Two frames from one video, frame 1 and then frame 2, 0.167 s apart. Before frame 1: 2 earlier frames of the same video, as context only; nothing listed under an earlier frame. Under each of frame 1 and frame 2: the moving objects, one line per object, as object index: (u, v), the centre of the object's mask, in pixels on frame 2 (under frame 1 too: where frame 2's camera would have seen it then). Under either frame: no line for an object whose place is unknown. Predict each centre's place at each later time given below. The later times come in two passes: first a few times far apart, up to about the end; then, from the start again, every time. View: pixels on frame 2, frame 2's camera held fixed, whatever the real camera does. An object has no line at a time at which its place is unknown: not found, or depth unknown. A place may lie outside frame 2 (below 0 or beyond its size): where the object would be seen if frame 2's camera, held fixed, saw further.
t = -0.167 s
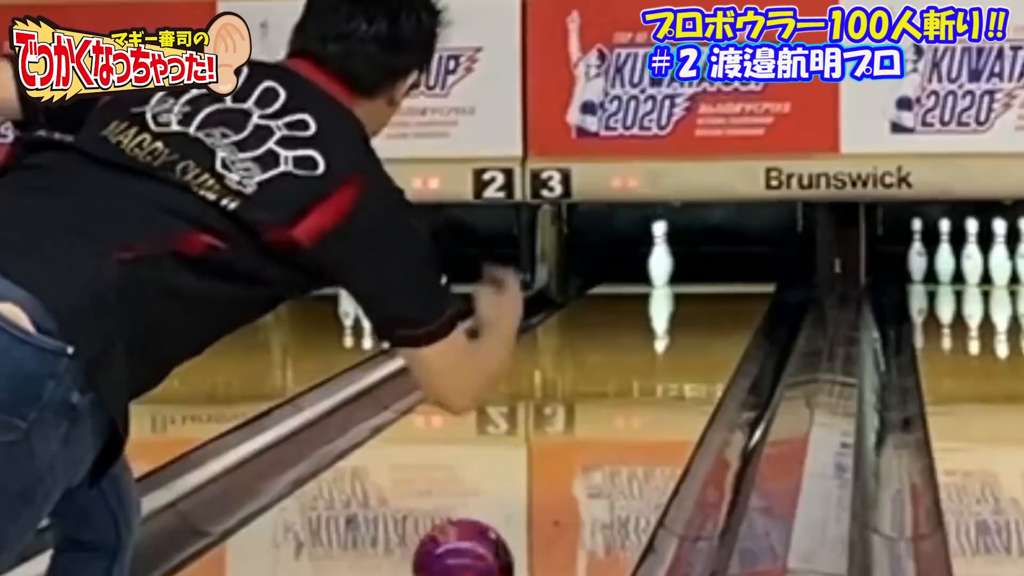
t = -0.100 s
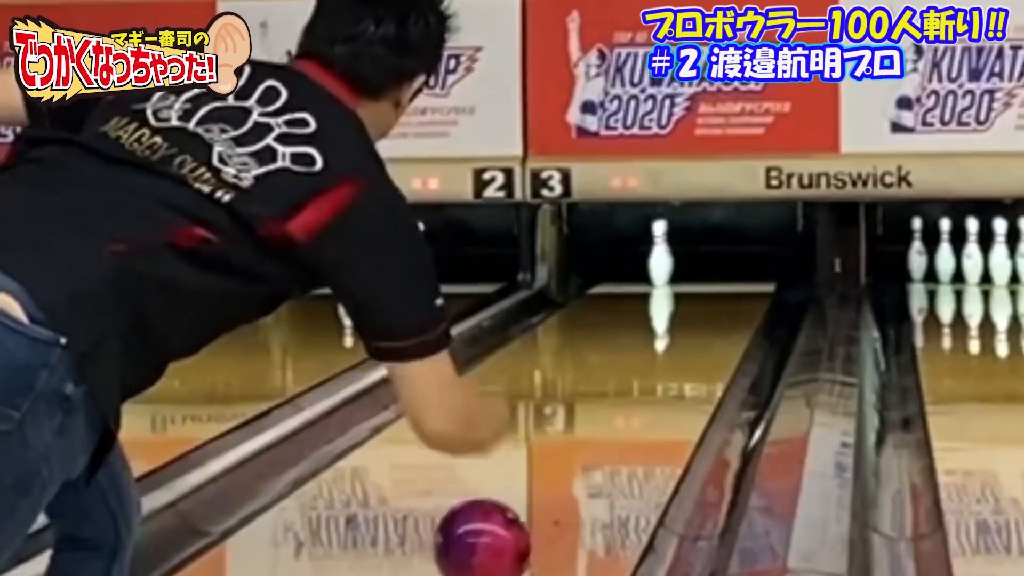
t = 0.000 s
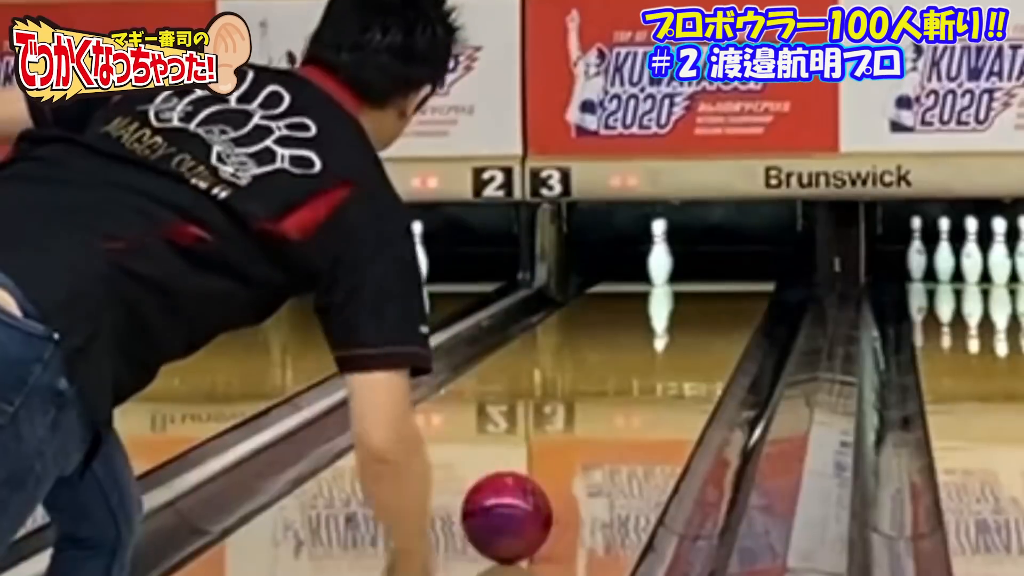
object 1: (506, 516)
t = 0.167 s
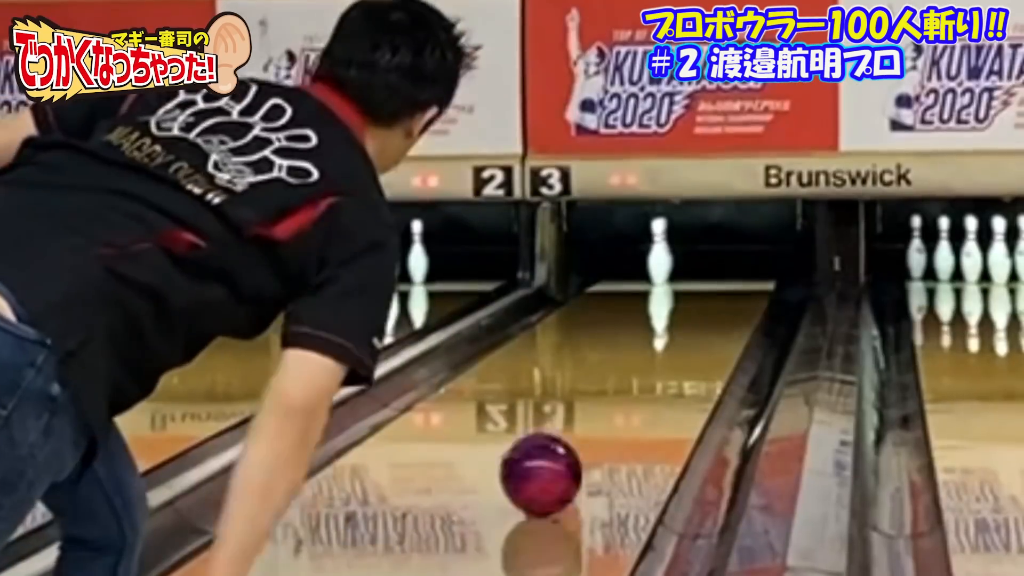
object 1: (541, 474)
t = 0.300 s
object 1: (564, 445)
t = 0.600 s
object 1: (604, 397)
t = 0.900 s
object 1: (632, 361)
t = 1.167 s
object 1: (653, 333)
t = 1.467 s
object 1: (670, 311)
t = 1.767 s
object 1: (680, 293)
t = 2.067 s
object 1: (680, 277)
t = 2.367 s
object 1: (680, 266)
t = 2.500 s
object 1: (690, 263)
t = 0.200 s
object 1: (547, 467)
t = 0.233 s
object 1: (553, 460)
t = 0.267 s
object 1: (558, 453)
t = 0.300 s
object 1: (564, 445)
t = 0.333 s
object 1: (569, 439)
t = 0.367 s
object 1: (573, 433)
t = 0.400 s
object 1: (578, 429)
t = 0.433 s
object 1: (584, 423)
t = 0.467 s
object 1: (588, 417)
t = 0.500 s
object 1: (592, 412)
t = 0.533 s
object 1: (596, 406)
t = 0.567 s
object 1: (600, 401)
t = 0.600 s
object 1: (604, 397)
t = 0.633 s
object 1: (608, 391)
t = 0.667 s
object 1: (611, 388)
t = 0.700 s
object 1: (614, 384)
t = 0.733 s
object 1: (618, 379)
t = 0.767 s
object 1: (621, 375)
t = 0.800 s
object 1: (624, 371)
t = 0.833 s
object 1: (628, 367)
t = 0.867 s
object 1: (630, 365)
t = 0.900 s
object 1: (632, 361)
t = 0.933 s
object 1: (635, 357)
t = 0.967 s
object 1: (638, 353)
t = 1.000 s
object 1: (641, 349)
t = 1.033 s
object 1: (643, 346)
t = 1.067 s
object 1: (646, 344)
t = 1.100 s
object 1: (647, 340)
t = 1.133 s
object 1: (650, 336)
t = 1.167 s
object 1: (653, 333)
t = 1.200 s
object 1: (655, 331)
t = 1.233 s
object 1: (656, 328)
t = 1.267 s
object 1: (658, 325)
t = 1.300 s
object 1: (660, 323)
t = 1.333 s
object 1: (663, 321)
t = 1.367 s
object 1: (664, 319)
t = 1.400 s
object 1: (667, 316)
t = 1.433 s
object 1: (668, 313)
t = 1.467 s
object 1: (670, 311)
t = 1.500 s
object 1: (671, 308)
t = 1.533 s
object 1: (671, 306)
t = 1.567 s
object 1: (672, 304)
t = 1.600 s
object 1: (674, 302)
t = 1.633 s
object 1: (675, 300)
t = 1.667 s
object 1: (676, 298)
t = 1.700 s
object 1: (678, 296)
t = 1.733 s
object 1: (679, 294)
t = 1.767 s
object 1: (680, 293)
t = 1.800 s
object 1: (680, 290)
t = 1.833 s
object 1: (680, 288)
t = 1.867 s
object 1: (680, 287)
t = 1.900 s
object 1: (681, 285)
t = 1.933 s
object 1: (682, 284)
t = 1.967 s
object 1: (682, 282)
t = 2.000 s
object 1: (682, 282)
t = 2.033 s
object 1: (681, 279)
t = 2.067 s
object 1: (680, 277)
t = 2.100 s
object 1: (679, 275)
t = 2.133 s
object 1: (679, 275)
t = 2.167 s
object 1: (679, 273)
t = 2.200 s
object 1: (679, 271)
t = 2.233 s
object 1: (678, 270)
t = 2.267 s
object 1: (677, 268)
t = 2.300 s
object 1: (675, 268)
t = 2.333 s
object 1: (676, 268)
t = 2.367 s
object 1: (680, 266)
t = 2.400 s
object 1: (684, 265)
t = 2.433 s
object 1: (686, 263)
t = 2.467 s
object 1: (686, 262)
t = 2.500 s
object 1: (690, 263)
